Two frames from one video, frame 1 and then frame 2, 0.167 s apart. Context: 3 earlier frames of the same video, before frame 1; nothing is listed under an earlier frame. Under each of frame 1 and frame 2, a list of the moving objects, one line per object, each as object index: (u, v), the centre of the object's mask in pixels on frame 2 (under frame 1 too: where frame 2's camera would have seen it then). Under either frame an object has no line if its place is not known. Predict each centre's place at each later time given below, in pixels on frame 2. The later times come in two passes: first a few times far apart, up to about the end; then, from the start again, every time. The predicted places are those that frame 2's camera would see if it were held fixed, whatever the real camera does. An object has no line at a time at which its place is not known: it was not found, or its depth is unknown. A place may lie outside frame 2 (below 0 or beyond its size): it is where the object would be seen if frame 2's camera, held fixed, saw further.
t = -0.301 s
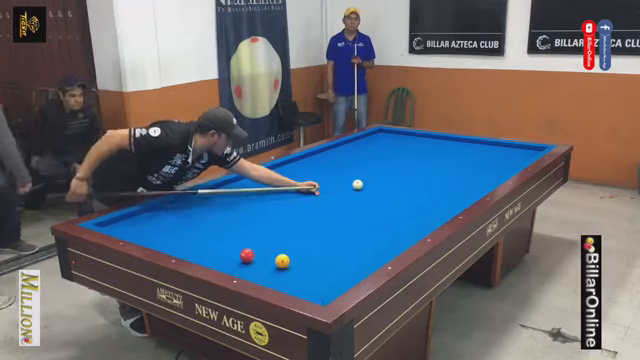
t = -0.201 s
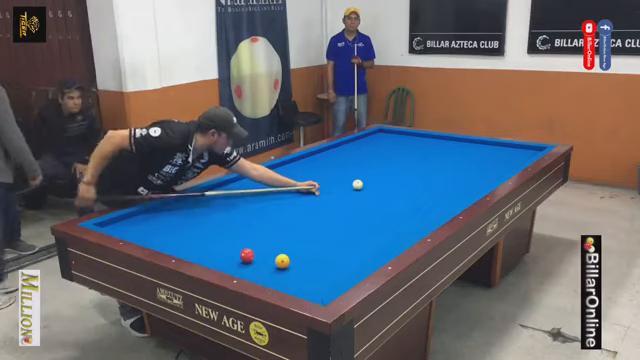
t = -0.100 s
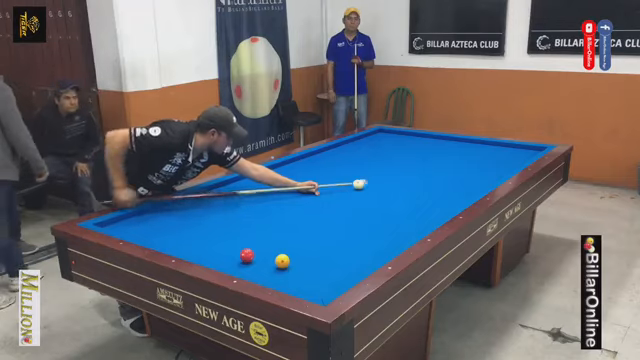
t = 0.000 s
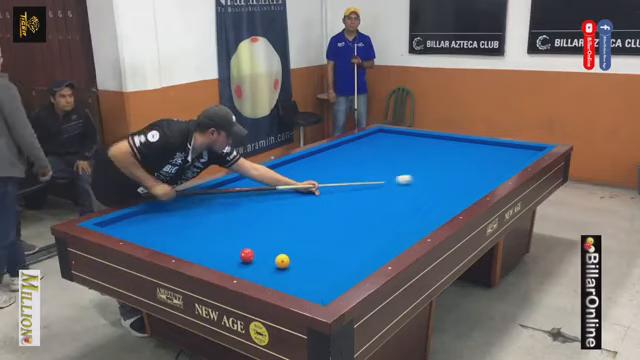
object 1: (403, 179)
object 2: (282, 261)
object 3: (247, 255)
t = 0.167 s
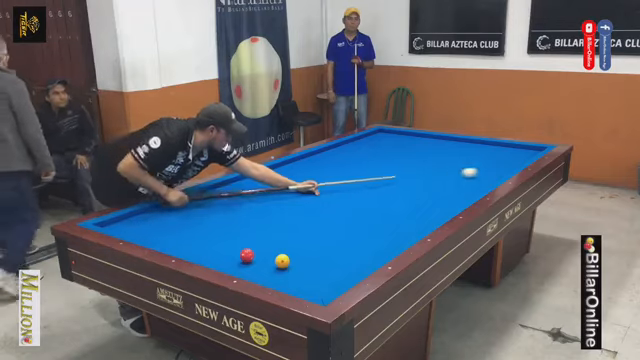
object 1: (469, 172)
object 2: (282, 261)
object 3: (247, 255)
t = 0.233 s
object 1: (492, 169)
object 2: (282, 261)
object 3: (247, 255)
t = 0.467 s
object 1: (504, 154)
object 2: (282, 261)
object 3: (247, 255)
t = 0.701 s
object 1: (488, 144)
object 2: (282, 261)
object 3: (247, 255)
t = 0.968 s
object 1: (433, 148)
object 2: (282, 261)
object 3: (247, 255)
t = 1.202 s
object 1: (387, 151)
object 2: (282, 261)
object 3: (247, 255)
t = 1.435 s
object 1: (342, 153)
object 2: (282, 261)
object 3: (247, 255)
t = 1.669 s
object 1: (303, 158)
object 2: (282, 261)
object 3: (247, 255)
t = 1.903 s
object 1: (300, 168)
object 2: (282, 261)
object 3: (247, 255)
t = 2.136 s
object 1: (294, 179)
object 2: (282, 261)
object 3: (247, 255)
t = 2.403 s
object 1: (287, 194)
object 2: (282, 261)
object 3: (247, 255)
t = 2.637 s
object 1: (279, 209)
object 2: (282, 261)
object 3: (247, 255)
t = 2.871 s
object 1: (271, 226)
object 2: (282, 261)
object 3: (247, 255)
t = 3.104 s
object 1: (261, 246)
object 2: (282, 261)
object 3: (247, 255)
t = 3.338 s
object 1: (267, 261)
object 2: (287, 262)
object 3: (227, 260)
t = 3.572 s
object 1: (264, 273)
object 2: (307, 265)
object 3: (226, 258)
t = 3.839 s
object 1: (286, 277)
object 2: (329, 270)
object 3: (232, 252)
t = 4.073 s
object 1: (311, 278)
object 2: (347, 272)
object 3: (237, 246)
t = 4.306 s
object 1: (336, 278)
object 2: (344, 270)
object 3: (241, 241)
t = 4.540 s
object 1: (343, 273)
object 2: (332, 267)
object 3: (246, 237)
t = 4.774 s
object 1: (343, 268)
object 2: (324, 263)
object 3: (250, 233)
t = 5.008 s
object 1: (342, 263)
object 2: (316, 259)
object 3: (254, 229)
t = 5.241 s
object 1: (342, 259)
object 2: (308, 255)
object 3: (258, 226)
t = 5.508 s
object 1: (342, 254)
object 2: (300, 251)
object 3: (262, 222)
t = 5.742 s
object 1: (342, 250)
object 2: (293, 248)
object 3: (265, 219)
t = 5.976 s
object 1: (342, 247)
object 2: (286, 246)
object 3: (267, 216)
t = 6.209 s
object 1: (342, 244)
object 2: (280, 243)
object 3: (270, 214)
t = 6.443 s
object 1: (342, 241)
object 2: (275, 241)
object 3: (272, 212)
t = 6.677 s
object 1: (342, 239)
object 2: (271, 239)
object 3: (274, 210)
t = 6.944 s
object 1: (342, 236)
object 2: (266, 236)
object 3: (276, 208)
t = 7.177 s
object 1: (342, 234)
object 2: (262, 234)
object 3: (278, 206)
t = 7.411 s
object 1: (342, 232)
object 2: (258, 233)
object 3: (280, 205)
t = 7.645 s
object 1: (342, 231)
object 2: (255, 231)
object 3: (281, 204)
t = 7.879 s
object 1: (342, 230)
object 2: (252, 230)
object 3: (282, 203)
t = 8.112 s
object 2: (249, 229)
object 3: (283, 202)
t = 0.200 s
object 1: (480, 171)
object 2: (282, 261)
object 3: (247, 255)
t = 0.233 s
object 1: (492, 169)
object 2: (282, 261)
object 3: (247, 255)
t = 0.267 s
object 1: (502, 168)
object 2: (282, 261)
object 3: (247, 255)
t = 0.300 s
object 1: (512, 166)
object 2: (282, 261)
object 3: (247, 255)
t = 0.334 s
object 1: (511, 164)
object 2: (282, 261)
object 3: (247, 255)
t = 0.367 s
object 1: (509, 162)
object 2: (282, 261)
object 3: (247, 255)
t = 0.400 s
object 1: (507, 159)
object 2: (282, 261)
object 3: (247, 255)
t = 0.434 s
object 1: (505, 156)
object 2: (282, 261)
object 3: (247, 255)
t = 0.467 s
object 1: (504, 154)
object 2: (282, 261)
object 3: (247, 255)
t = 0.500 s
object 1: (504, 152)
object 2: (282, 261)
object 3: (247, 255)
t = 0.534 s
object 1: (503, 150)
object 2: (282, 261)
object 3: (247, 255)
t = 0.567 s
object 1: (503, 148)
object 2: (282, 261)
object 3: (247, 255)
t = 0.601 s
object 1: (502, 146)
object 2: (282, 261)
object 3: (247, 255)
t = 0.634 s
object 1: (501, 143)
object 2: (282, 261)
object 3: (247, 255)
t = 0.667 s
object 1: (495, 143)
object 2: (282, 261)
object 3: (247, 255)
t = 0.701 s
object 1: (488, 144)
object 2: (282, 261)
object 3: (247, 255)
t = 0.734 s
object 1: (481, 145)
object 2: (282, 261)
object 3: (247, 255)
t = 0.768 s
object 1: (474, 145)
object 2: (282, 261)
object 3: (247, 255)
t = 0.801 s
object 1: (466, 146)
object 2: (282, 261)
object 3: (247, 255)
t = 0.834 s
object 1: (460, 147)
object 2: (282, 261)
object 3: (247, 255)
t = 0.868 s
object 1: (453, 147)
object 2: (282, 261)
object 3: (247, 255)
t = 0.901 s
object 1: (446, 148)
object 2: (282, 261)
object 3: (247, 255)
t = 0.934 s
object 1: (440, 148)
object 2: (282, 261)
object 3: (247, 255)
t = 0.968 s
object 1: (433, 148)
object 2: (282, 261)
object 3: (247, 255)
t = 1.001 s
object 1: (427, 149)
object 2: (282, 261)
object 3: (247, 255)
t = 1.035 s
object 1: (420, 149)
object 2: (282, 261)
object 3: (247, 255)
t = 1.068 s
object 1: (414, 149)
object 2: (282, 261)
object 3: (247, 255)
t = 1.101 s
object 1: (407, 150)
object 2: (282, 261)
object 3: (247, 255)
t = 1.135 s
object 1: (401, 150)
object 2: (282, 261)
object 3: (247, 255)
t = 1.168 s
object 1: (394, 150)
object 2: (282, 261)
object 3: (247, 255)
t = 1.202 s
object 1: (387, 151)
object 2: (282, 261)
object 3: (247, 255)
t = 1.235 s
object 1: (381, 151)
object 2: (282, 261)
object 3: (247, 255)
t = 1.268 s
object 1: (374, 151)
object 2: (282, 261)
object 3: (247, 255)
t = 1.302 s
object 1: (368, 152)
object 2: (282, 261)
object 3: (247, 255)
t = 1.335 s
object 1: (361, 152)
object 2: (282, 261)
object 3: (247, 255)
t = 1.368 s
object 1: (355, 152)
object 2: (282, 261)
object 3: (247, 255)
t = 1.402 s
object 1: (348, 153)
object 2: (282, 261)
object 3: (247, 255)
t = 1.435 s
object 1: (342, 153)
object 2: (282, 261)
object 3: (247, 255)
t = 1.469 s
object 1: (335, 154)
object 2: (282, 261)
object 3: (247, 255)
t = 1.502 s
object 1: (328, 154)
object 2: (282, 261)
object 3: (247, 255)
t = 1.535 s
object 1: (321, 155)
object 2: (282, 261)
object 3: (247, 255)
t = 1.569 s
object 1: (314, 155)
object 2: (282, 261)
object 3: (247, 255)
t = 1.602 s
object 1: (308, 155)
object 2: (282, 261)
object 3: (247, 255)
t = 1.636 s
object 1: (303, 156)
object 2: (282, 261)
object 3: (247, 255)
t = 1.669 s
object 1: (303, 158)
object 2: (282, 261)
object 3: (247, 255)
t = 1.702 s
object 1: (303, 159)
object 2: (282, 261)
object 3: (247, 255)
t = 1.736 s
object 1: (303, 161)
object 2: (282, 261)
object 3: (247, 255)
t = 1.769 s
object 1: (302, 162)
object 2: (282, 261)
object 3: (247, 255)
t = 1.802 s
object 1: (302, 164)
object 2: (282, 261)
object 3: (247, 255)
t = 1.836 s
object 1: (301, 165)
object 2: (282, 261)
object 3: (247, 255)
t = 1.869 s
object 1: (300, 166)
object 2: (282, 261)
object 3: (247, 255)
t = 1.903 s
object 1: (300, 168)
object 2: (282, 261)
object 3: (247, 255)
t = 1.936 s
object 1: (299, 169)
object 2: (282, 261)
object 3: (247, 255)
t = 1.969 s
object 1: (298, 171)
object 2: (282, 261)
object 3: (247, 255)
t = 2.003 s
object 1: (297, 173)
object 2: (282, 261)
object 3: (247, 255)
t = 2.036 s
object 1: (296, 174)
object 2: (282, 261)
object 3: (247, 255)
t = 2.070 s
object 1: (296, 176)
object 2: (282, 261)
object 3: (247, 255)
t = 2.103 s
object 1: (295, 177)
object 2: (282, 261)
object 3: (247, 255)
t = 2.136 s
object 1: (294, 179)
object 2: (282, 261)
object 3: (247, 255)
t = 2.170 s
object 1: (293, 181)
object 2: (282, 261)
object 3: (247, 255)
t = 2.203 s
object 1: (292, 183)
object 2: (282, 261)
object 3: (247, 255)
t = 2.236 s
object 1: (291, 184)
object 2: (282, 261)
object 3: (247, 255)
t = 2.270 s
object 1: (290, 186)
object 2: (282, 261)
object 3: (247, 255)
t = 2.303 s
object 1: (290, 188)
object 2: (282, 261)
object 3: (247, 255)
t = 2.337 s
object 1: (289, 190)
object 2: (282, 261)
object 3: (247, 255)
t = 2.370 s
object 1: (288, 192)
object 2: (282, 261)
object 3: (247, 255)
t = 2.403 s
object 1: (287, 194)
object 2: (282, 261)
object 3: (247, 255)
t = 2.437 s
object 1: (286, 196)
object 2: (282, 261)
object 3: (247, 255)
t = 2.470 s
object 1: (285, 197)
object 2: (282, 261)
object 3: (247, 255)
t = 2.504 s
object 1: (284, 200)
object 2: (282, 261)
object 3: (247, 255)
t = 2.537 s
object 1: (283, 202)
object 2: (282, 261)
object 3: (247, 255)
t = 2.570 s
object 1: (282, 204)
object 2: (282, 261)
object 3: (247, 255)
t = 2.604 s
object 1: (280, 206)
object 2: (282, 261)
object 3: (247, 255)
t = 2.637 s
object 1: (279, 209)
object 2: (282, 261)
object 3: (247, 255)
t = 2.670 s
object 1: (278, 211)
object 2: (282, 261)
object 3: (247, 255)
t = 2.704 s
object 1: (277, 213)
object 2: (282, 261)
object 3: (247, 255)
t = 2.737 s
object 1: (276, 216)
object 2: (282, 261)
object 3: (247, 255)
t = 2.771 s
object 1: (275, 218)
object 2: (282, 261)
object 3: (247, 255)
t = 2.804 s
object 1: (273, 221)
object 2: (282, 261)
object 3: (247, 255)
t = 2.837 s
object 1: (272, 223)
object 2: (282, 261)
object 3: (247, 255)
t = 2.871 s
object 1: (271, 226)
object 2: (282, 261)
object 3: (247, 255)
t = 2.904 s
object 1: (270, 228)
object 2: (282, 261)
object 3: (247, 255)
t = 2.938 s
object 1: (268, 231)
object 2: (282, 261)
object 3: (247, 255)
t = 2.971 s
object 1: (267, 234)
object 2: (282, 261)
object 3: (247, 255)
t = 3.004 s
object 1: (265, 237)
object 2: (282, 261)
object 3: (247, 255)
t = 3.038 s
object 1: (264, 240)
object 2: (282, 261)
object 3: (247, 255)
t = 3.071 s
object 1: (262, 243)
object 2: (282, 261)
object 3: (247, 255)
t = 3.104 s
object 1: (261, 246)
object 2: (282, 261)
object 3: (247, 255)
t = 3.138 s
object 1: (259, 249)
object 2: (282, 261)
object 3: (247, 255)
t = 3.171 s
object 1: (259, 251)
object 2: (282, 261)
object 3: (246, 255)
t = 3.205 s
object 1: (262, 254)
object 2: (282, 261)
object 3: (241, 257)
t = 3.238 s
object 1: (265, 256)
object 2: (282, 261)
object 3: (237, 258)
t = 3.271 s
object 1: (267, 258)
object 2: (282, 261)
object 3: (233, 259)
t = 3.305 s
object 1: (268, 260)
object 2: (284, 261)
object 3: (230, 259)
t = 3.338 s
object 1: (267, 261)
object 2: (287, 262)
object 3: (227, 260)
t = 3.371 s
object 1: (266, 263)
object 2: (290, 263)
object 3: (223, 260)
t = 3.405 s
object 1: (266, 265)
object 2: (293, 263)
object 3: (221, 261)
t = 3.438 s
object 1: (265, 266)
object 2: (296, 263)
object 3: (222, 260)
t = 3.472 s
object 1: (265, 268)
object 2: (298, 264)
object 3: (223, 260)
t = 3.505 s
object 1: (265, 270)
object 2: (301, 264)
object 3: (224, 260)
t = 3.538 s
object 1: (264, 271)
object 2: (304, 265)
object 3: (225, 259)
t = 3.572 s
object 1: (264, 273)
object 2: (307, 265)
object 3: (226, 258)
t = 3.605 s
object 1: (263, 274)
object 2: (309, 266)
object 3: (226, 257)
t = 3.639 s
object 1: (264, 275)
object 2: (312, 266)
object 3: (227, 256)
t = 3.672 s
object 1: (268, 275)
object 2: (315, 267)
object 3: (228, 256)
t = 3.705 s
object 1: (272, 275)
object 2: (318, 268)
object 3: (228, 255)
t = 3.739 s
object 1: (276, 276)
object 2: (320, 268)
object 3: (229, 254)
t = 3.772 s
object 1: (279, 276)
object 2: (323, 268)
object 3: (230, 253)
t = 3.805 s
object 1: (283, 277)
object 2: (326, 269)
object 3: (231, 252)
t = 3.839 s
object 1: (286, 277)
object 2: (329, 270)
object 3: (232, 252)
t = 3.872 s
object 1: (290, 277)
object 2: (331, 270)
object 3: (232, 251)
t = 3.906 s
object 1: (294, 277)
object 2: (334, 271)
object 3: (233, 250)
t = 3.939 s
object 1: (297, 277)
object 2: (337, 271)
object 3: (234, 249)
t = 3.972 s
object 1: (301, 277)
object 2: (340, 272)
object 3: (235, 249)
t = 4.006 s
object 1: (305, 278)
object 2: (342, 272)
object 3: (235, 248)
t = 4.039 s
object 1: (308, 278)
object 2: (345, 272)
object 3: (236, 247)
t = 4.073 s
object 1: (311, 278)
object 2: (347, 272)
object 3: (237, 246)
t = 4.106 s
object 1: (315, 278)
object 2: (350, 273)
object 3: (237, 246)
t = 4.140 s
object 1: (319, 278)
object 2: (349, 272)
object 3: (238, 245)
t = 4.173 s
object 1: (323, 278)
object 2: (348, 272)
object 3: (239, 244)
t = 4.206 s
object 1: (326, 278)
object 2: (346, 272)
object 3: (239, 243)
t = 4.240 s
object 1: (329, 278)
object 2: (345, 272)
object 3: (240, 242)
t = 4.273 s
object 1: (333, 278)
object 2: (345, 271)
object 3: (241, 242)
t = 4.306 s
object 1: (336, 278)
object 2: (344, 270)
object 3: (241, 241)
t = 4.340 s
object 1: (339, 278)
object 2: (341, 268)
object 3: (242, 241)
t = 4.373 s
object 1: (343, 277)
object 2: (340, 268)
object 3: (243, 240)
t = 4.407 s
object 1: (343, 276)
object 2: (338, 267)
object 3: (243, 239)
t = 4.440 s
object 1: (343, 275)
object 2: (336, 267)
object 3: (244, 239)
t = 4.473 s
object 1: (343, 275)
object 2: (335, 267)
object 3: (245, 238)
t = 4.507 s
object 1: (342, 274)
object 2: (334, 267)
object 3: (245, 237)
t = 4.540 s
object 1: (343, 273)
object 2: (332, 267)
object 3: (246, 237)
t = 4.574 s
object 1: (342, 273)
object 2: (331, 266)
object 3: (247, 236)
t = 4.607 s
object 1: (343, 272)
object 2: (330, 266)
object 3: (247, 236)
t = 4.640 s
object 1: (343, 271)
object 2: (329, 265)
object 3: (248, 235)
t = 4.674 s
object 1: (343, 270)
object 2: (328, 265)
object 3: (248, 235)
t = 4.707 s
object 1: (343, 270)
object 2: (327, 264)
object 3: (249, 234)
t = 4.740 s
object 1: (343, 269)
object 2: (325, 264)
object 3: (250, 233)
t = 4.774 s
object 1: (343, 268)
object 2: (324, 263)
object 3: (250, 233)
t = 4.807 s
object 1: (342, 267)
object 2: (323, 263)
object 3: (251, 232)
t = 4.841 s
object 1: (342, 267)
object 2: (322, 262)
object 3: (251, 232)
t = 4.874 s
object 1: (342, 266)
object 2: (320, 261)
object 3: (252, 231)
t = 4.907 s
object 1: (343, 265)
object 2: (319, 261)
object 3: (252, 231)
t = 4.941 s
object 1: (342, 265)
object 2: (318, 260)
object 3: (253, 230)
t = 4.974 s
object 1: (342, 264)
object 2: (317, 260)
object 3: (253, 230)
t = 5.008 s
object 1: (342, 263)
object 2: (316, 259)
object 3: (254, 229)
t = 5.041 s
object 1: (342, 262)
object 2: (314, 259)
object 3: (254, 228)
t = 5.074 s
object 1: (342, 262)
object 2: (313, 258)
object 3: (255, 228)
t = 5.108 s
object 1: (343, 261)
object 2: (312, 258)
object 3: (255, 228)
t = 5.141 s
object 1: (342, 261)
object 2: (311, 257)
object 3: (256, 227)
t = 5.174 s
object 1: (342, 260)
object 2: (310, 256)
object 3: (257, 226)
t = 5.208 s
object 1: (342, 259)
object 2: (309, 256)
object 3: (257, 226)
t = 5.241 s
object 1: (342, 259)
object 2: (308, 255)
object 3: (258, 226)
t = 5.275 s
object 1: (342, 258)
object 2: (307, 255)
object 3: (258, 225)
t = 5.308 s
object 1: (342, 258)
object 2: (305, 254)
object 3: (259, 224)
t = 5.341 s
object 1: (342, 257)
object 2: (304, 254)
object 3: (259, 224)
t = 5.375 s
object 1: (342, 256)
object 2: (303, 253)
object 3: (260, 224)
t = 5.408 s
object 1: (342, 256)
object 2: (302, 253)
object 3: (260, 223)
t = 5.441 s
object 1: (342, 255)
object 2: (301, 252)
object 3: (260, 223)
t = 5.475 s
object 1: (342, 255)
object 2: (300, 252)
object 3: (261, 222)
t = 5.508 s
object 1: (342, 254)
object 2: (300, 251)
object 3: (262, 222)
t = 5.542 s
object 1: (342, 253)
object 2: (298, 251)
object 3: (262, 222)
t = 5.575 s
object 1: (342, 253)
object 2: (297, 251)
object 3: (262, 221)
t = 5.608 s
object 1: (342, 252)
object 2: (296, 250)
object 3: (263, 221)
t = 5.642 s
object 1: (342, 252)
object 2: (295, 250)
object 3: (263, 220)
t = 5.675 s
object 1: (342, 251)
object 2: (294, 249)
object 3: (263, 220)
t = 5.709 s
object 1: (342, 251)
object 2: (294, 248)
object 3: (264, 220)
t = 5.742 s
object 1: (342, 250)
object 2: (293, 248)
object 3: (265, 219)
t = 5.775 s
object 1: (342, 250)
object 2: (292, 248)
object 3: (265, 219)
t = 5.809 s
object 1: (342, 249)
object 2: (291, 248)
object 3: (266, 218)
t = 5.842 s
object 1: (342, 249)
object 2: (290, 247)
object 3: (266, 218)
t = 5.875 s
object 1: (342, 248)
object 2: (289, 247)
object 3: (266, 218)
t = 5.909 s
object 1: (342, 248)
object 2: (288, 247)
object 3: (267, 217)
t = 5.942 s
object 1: (342, 247)
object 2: (287, 246)
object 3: (267, 217)
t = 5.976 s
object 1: (342, 247)
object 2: (286, 246)
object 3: (267, 216)
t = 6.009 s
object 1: (342, 246)
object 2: (286, 245)
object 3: (268, 216)
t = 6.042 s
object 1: (342, 246)
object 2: (285, 245)
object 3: (268, 216)
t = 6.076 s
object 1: (342, 246)
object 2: (284, 244)
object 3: (268, 216)
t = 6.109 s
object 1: (342, 245)
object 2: (283, 244)
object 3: (269, 215)
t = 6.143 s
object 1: (342, 245)
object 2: (282, 244)
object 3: (269, 215)
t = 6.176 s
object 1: (342, 244)
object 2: (282, 243)
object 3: (269, 214)
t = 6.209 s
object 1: (342, 244)
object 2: (280, 243)
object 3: (270, 214)
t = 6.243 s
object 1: (342, 243)
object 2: (280, 243)
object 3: (270, 214)
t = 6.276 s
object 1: (342, 243)
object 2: (279, 242)
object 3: (270, 213)
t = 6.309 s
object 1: (342, 243)
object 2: (278, 242)
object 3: (271, 213)
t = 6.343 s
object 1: (342, 242)
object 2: (278, 242)
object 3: (271, 213)
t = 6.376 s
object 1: (342, 242)
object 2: (277, 241)
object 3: (271, 212)
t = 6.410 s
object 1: (342, 241)
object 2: (276, 241)
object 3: (272, 212)
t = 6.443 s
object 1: (342, 241)
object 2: (275, 241)
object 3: (272, 212)
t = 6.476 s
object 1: (342, 241)
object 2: (275, 240)
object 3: (272, 212)
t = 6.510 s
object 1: (342, 240)
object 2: (274, 240)
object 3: (273, 211)
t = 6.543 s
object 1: (342, 240)
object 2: (273, 240)
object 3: (273, 211)
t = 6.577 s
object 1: (342, 240)
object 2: (273, 239)
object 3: (273, 211)
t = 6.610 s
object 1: (342, 239)
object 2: (272, 239)
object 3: (274, 210)
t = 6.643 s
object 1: (343, 239)
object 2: (271, 239)
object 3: (274, 210)
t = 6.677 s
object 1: (342, 239)
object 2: (271, 239)
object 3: (274, 210)
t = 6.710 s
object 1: (342, 238)
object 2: (270, 238)
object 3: (274, 210)
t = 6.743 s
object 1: (342, 238)
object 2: (269, 238)
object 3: (275, 209)
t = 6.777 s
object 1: (342, 238)
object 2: (269, 238)
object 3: (275, 209)
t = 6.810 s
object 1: (342, 237)
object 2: (268, 237)
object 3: (275, 209)
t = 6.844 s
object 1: (342, 237)
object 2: (267, 237)
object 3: (276, 209)
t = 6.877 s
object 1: (342, 237)
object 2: (267, 237)
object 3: (276, 208)
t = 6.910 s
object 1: (342, 236)
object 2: (266, 236)
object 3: (276, 208)
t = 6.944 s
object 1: (342, 236)
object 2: (266, 236)
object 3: (276, 208)
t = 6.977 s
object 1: (342, 236)
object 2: (265, 236)
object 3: (276, 208)
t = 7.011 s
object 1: (342, 235)
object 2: (264, 236)
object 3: (277, 208)
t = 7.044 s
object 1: (342, 235)
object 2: (264, 235)
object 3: (277, 207)
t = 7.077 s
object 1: (342, 235)
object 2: (263, 235)
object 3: (277, 207)
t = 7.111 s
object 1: (342, 235)
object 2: (263, 235)
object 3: (277, 207)
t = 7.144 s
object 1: (342, 234)
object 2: (262, 235)
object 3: (278, 207)
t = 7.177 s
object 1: (342, 234)
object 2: (262, 234)
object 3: (278, 206)
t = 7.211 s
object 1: (342, 234)
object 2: (261, 234)
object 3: (278, 206)
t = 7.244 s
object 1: (342, 234)
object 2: (260, 234)
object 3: (278, 206)
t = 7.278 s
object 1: (342, 233)
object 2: (260, 234)
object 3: (279, 206)
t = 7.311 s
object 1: (342, 233)
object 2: (260, 233)
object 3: (279, 206)
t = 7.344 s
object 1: (342, 233)
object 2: (259, 233)
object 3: (279, 205)
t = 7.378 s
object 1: (342, 233)
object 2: (259, 233)
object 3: (279, 205)
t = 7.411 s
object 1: (342, 232)
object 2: (258, 233)
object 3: (280, 205)
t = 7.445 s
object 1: (342, 232)
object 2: (258, 233)
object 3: (279, 205)
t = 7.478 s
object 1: (342, 232)
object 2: (257, 232)
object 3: (280, 205)
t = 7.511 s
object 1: (342, 232)
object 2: (257, 232)
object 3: (280, 204)
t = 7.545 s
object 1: (342, 231)
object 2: (256, 232)
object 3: (280, 204)
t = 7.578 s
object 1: (342, 231)
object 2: (256, 232)
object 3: (280, 204)
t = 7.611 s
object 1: (342, 231)
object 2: (255, 232)
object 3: (281, 204)
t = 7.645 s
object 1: (342, 231)
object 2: (255, 231)
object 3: (281, 204)
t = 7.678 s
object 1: (342, 231)
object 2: (255, 231)
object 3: (281, 204)
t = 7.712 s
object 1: (342, 231)
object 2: (254, 231)
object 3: (281, 203)
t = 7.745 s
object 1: (342, 230)
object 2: (254, 231)
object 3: (281, 203)
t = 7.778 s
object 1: (342, 230)
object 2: (253, 231)
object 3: (281, 203)
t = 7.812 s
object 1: (342, 230)
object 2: (253, 231)
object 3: (281, 203)
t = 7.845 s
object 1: (342, 230)
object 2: (252, 230)
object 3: (282, 203)
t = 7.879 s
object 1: (342, 230)
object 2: (252, 230)
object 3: (282, 203)
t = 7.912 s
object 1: (342, 229)
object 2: (252, 230)
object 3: (282, 203)
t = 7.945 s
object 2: (251, 230)
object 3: (282, 203)
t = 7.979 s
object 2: (251, 230)
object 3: (282, 202)
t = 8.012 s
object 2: (250, 230)
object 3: (282, 202)
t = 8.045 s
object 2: (250, 230)
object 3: (282, 202)
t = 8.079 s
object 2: (250, 229)
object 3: (283, 202)
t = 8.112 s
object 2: (249, 229)
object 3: (283, 202)
